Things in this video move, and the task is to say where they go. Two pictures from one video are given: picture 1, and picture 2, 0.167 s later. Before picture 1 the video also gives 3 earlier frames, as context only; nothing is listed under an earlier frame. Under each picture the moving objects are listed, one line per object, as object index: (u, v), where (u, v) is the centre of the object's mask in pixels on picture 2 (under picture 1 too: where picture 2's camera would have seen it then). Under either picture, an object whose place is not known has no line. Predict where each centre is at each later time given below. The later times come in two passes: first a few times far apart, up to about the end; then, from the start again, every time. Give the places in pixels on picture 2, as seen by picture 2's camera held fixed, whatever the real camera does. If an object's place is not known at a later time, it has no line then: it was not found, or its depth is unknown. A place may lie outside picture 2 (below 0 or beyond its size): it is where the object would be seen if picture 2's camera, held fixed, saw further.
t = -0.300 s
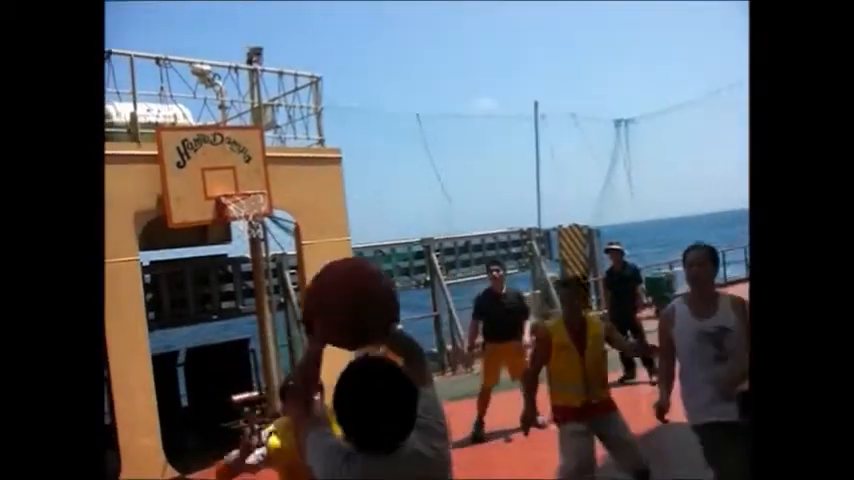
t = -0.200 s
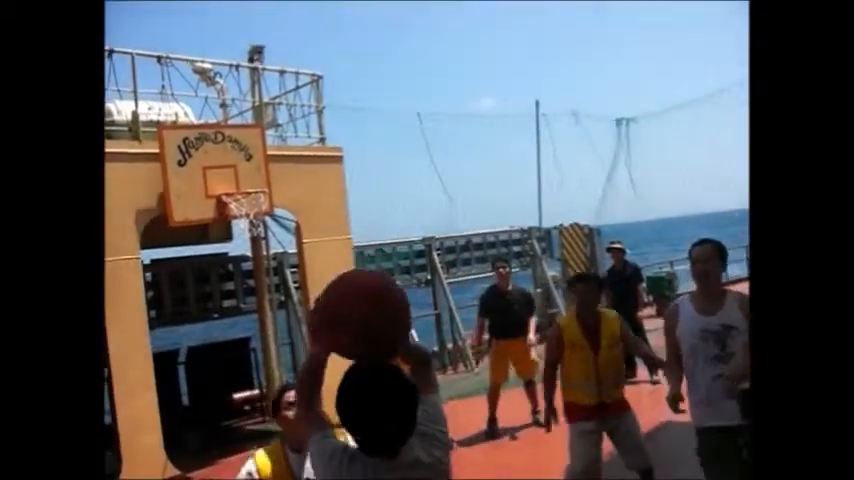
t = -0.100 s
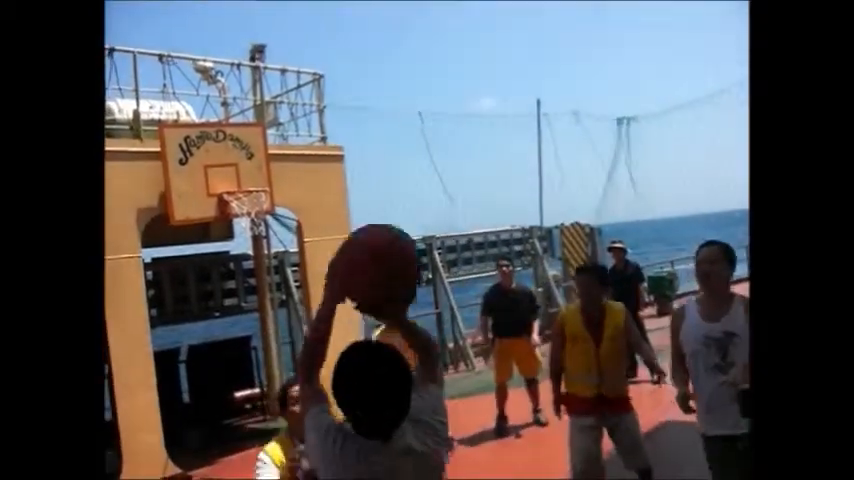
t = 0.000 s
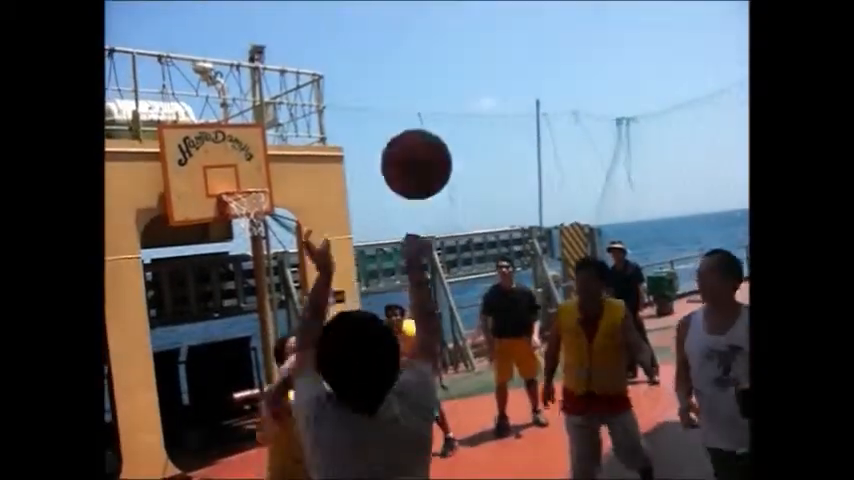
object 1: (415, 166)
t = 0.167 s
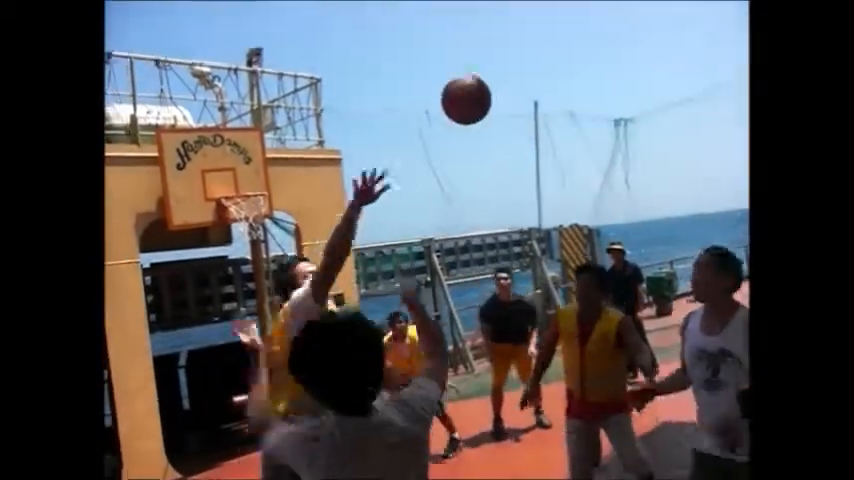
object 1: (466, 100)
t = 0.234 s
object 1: (480, 97)
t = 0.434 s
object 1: (515, 128)
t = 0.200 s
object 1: (473, 97)
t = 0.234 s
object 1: (480, 97)
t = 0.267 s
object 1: (486, 98)
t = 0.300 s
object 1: (493, 102)
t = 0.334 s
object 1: (499, 105)
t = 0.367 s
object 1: (505, 112)
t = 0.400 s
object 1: (510, 120)
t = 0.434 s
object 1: (515, 128)
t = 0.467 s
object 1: (520, 138)
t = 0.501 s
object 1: (525, 147)
